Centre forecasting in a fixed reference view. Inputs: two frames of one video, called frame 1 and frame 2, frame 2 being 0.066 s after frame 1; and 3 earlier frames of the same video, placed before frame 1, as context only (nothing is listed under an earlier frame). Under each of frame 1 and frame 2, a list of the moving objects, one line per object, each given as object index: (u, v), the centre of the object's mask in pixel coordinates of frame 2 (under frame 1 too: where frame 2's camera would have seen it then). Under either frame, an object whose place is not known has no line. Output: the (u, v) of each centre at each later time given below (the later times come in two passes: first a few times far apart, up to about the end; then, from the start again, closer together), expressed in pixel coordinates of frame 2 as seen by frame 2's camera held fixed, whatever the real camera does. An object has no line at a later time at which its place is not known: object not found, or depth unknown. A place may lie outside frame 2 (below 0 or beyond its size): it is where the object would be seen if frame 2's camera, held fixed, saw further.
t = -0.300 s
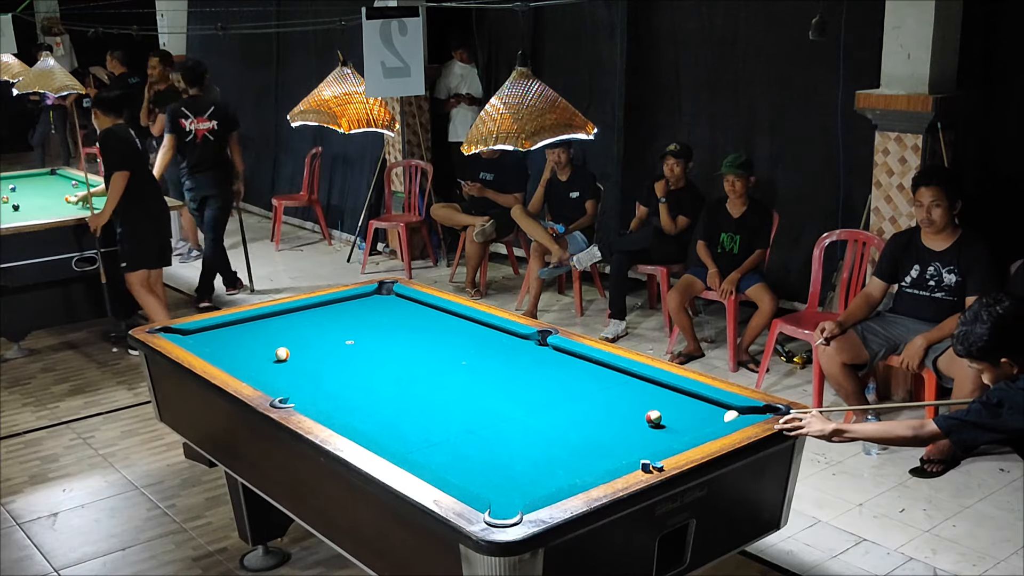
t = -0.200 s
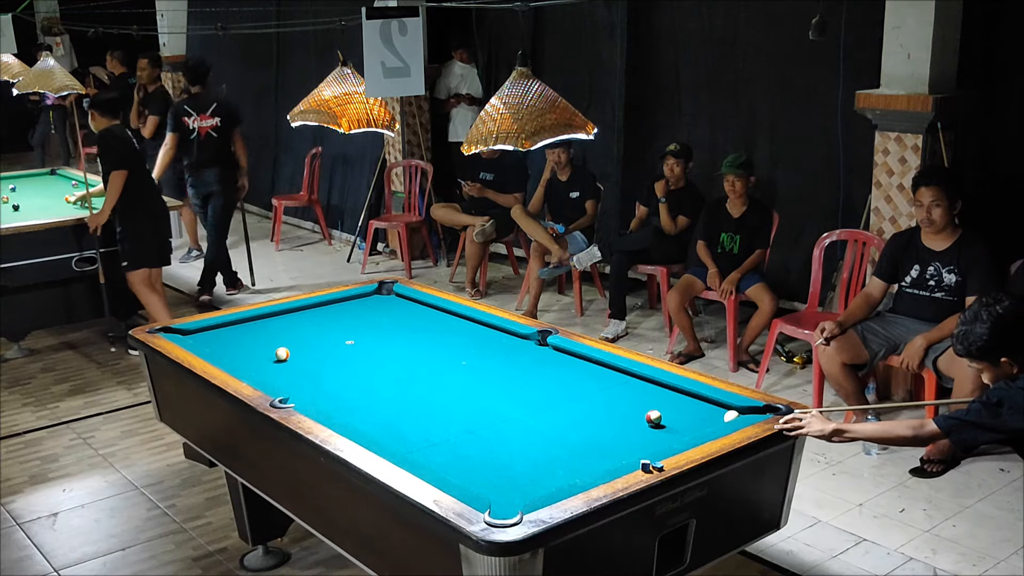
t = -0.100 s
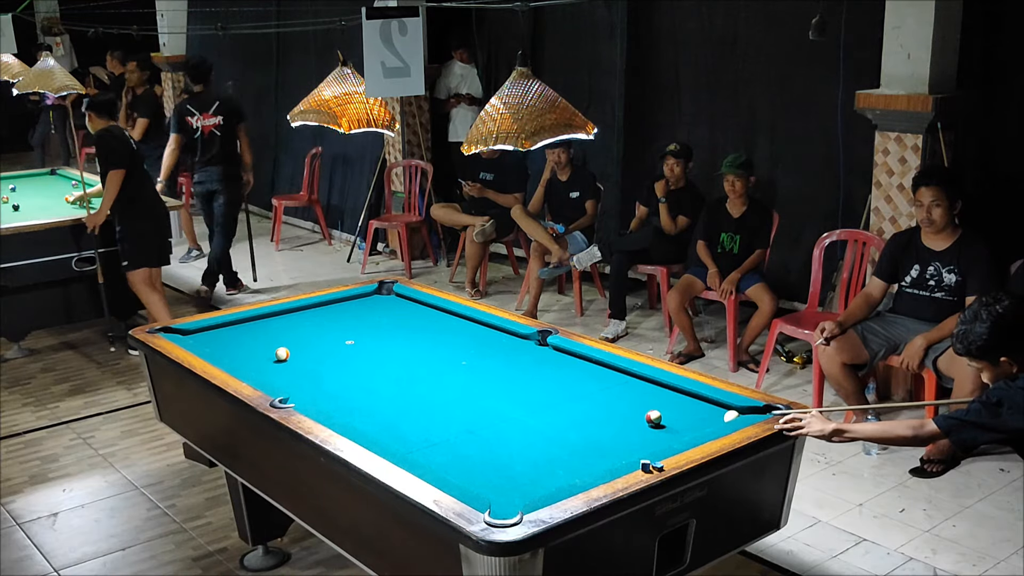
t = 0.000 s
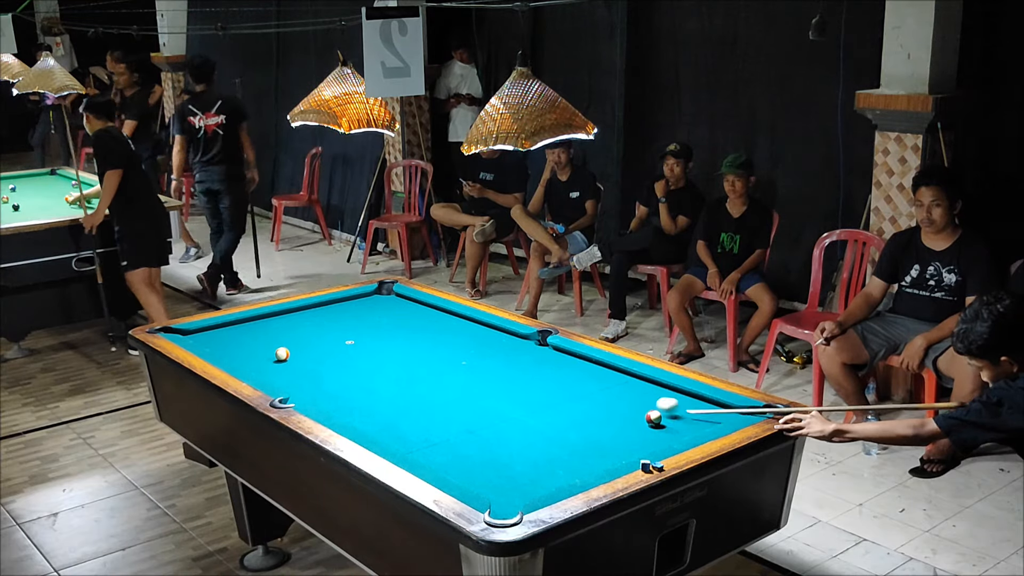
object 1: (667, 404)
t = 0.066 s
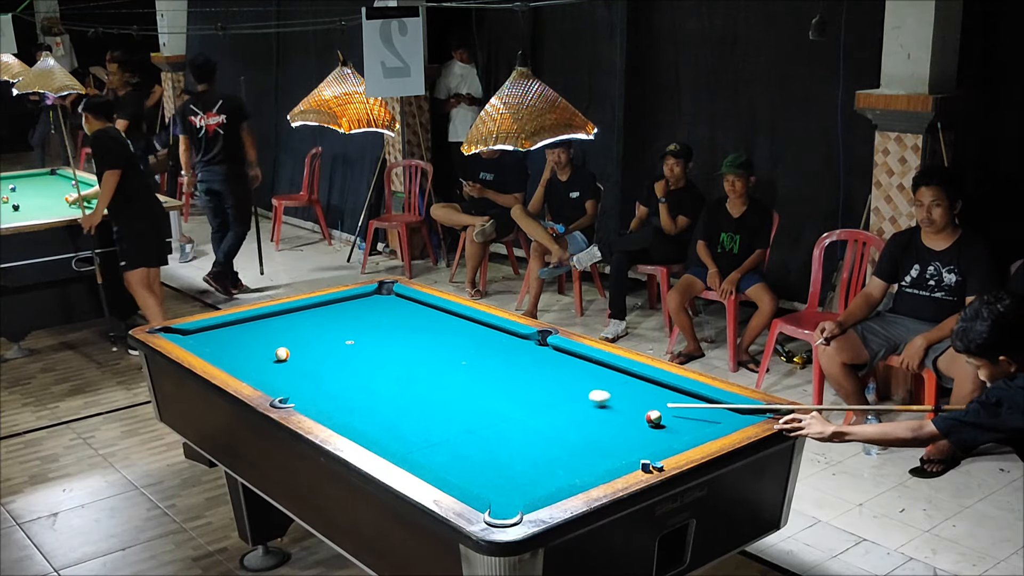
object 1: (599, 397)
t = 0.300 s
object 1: (391, 369)
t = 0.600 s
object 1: (266, 362)
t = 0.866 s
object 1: (245, 357)
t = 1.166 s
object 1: (261, 344)
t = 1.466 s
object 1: (274, 333)
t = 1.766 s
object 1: (285, 324)
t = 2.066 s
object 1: (295, 316)
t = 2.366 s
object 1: (303, 309)
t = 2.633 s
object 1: (312, 307)
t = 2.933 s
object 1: (323, 307)
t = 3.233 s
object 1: (331, 307)
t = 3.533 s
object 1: (336, 307)
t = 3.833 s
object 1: (338, 307)
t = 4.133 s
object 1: (338, 307)
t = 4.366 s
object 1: (338, 306)
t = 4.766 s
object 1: (338, 307)
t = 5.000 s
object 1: (338, 307)
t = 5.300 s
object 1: (338, 307)
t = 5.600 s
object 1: (338, 307)
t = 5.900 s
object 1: (338, 307)
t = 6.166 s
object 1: (338, 307)
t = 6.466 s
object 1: (338, 307)
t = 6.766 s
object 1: (338, 307)
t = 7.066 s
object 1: (338, 307)
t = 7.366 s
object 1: (338, 307)
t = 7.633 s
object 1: (338, 307)
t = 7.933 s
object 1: (338, 307)
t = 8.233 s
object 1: (338, 307)
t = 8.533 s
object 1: (338, 307)
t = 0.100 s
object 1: (567, 393)
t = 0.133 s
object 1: (535, 389)
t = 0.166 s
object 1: (505, 385)
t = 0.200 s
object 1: (475, 381)
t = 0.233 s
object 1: (446, 377)
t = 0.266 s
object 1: (418, 374)
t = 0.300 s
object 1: (391, 369)
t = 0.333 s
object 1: (364, 366)
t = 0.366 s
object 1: (337, 363)
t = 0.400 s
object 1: (312, 359)
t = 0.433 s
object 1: (291, 357)
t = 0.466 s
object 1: (288, 358)
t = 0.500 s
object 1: (283, 359)
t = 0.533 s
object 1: (278, 361)
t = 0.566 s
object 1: (273, 361)
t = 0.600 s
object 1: (266, 362)
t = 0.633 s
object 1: (259, 362)
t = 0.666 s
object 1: (252, 363)
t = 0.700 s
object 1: (244, 362)
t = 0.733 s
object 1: (237, 361)
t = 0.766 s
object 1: (239, 360)
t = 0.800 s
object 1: (241, 359)
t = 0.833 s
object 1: (243, 358)
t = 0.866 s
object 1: (245, 357)
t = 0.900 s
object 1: (247, 355)
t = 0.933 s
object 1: (249, 354)
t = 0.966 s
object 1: (251, 352)
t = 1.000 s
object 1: (252, 351)
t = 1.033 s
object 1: (254, 349)
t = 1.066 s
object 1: (256, 348)
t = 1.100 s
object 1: (258, 347)
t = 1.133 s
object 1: (259, 345)
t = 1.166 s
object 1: (261, 344)
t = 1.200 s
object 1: (262, 343)
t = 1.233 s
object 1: (264, 342)
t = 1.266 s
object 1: (266, 340)
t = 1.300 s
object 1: (267, 339)
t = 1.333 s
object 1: (268, 338)
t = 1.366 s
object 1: (270, 337)
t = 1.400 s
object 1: (271, 336)
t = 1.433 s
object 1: (273, 334)
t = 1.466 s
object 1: (274, 333)
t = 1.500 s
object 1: (275, 332)
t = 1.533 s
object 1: (277, 331)
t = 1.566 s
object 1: (278, 330)
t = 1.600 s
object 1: (279, 329)
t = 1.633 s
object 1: (280, 328)
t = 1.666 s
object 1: (281, 327)
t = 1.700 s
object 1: (283, 326)
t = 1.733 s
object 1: (284, 325)
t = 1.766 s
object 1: (285, 324)
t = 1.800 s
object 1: (286, 323)
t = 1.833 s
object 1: (287, 322)
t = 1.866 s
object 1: (288, 321)
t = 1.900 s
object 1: (289, 320)
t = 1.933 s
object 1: (291, 320)
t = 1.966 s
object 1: (292, 319)
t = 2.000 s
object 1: (293, 318)
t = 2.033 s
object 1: (294, 317)
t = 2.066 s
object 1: (295, 316)
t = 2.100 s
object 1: (296, 315)
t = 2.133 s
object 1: (296, 315)
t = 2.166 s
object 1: (297, 314)
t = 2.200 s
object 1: (298, 313)
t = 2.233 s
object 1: (299, 312)
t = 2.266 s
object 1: (300, 312)
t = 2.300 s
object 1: (301, 311)
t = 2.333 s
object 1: (302, 310)
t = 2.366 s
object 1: (303, 309)
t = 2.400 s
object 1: (304, 309)
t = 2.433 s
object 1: (304, 308)
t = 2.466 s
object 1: (305, 307)
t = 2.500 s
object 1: (306, 307)
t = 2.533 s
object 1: (308, 307)
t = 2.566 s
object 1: (310, 307)
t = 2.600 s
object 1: (311, 307)
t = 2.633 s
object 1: (312, 307)
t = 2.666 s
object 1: (314, 307)
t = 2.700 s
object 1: (315, 307)
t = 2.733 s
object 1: (316, 307)
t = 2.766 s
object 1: (318, 307)
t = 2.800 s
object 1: (319, 307)
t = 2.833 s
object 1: (320, 307)
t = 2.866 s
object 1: (321, 307)
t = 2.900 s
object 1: (322, 307)
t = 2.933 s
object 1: (323, 307)
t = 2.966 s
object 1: (324, 307)
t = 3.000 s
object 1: (325, 307)
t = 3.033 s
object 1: (326, 307)
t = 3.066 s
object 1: (327, 307)
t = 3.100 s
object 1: (328, 307)
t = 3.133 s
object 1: (329, 307)
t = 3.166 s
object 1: (330, 307)
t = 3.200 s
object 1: (330, 307)
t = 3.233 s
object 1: (331, 307)
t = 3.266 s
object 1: (332, 307)
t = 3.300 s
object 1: (332, 307)
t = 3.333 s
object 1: (333, 307)
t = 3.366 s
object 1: (334, 307)
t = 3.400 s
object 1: (334, 307)
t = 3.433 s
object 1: (335, 307)
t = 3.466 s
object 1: (335, 307)
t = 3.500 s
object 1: (336, 307)
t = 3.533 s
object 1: (336, 307)
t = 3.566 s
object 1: (336, 307)
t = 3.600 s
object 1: (337, 307)
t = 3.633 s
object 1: (337, 307)
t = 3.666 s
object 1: (338, 307)
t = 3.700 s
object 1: (338, 307)
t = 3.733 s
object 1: (338, 307)
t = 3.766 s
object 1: (338, 307)
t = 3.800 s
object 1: (338, 307)
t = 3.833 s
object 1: (338, 307)
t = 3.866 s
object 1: (338, 307)
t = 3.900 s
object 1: (338, 307)
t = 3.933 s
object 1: (338, 307)
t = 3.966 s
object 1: (338, 307)
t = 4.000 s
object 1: (338, 307)
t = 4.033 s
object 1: (338, 307)
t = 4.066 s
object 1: (338, 307)
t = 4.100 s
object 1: (338, 307)
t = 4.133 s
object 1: (338, 307)
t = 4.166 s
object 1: (338, 307)
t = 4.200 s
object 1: (338, 307)
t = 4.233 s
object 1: (338, 307)
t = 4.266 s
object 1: (338, 307)
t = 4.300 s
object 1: (338, 307)
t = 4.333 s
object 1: (338, 307)
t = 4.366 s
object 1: (338, 306)
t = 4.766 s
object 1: (338, 307)
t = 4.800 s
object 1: (338, 307)
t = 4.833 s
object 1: (338, 307)
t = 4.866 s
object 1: (338, 307)
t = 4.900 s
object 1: (338, 307)
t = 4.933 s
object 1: (338, 307)
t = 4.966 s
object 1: (338, 307)
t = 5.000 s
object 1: (338, 307)
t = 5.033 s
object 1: (338, 307)
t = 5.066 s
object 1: (338, 307)
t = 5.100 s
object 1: (338, 307)
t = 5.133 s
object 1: (338, 307)
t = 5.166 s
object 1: (338, 307)
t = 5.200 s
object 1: (338, 307)
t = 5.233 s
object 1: (338, 307)
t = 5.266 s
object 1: (338, 307)
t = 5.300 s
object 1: (338, 307)
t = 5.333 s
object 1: (338, 307)
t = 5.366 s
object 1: (338, 307)
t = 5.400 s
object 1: (338, 307)
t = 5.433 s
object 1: (338, 307)
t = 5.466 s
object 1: (338, 307)
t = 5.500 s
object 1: (338, 307)
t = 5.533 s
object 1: (338, 307)
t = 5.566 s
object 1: (338, 307)
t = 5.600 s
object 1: (338, 307)
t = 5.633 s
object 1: (338, 307)
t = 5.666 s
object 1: (338, 307)
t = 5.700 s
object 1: (338, 307)
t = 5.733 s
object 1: (338, 307)
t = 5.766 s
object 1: (338, 307)
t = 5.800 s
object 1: (338, 307)
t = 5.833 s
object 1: (338, 307)
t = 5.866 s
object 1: (338, 307)
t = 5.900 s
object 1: (338, 307)
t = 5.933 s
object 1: (338, 307)
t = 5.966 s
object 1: (338, 307)
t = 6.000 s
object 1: (338, 307)
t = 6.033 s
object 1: (338, 307)
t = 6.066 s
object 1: (338, 307)
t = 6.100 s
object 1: (338, 307)
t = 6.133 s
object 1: (338, 307)
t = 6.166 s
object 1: (338, 307)
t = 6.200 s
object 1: (338, 307)
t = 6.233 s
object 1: (338, 307)
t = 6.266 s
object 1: (338, 307)
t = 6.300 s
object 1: (338, 307)
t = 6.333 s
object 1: (338, 307)
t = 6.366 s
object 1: (338, 307)
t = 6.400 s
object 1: (338, 307)
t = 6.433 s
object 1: (338, 307)
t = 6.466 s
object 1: (338, 307)
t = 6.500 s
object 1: (338, 307)
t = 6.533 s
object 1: (338, 307)
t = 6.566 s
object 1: (338, 307)
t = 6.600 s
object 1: (338, 307)
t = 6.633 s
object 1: (338, 307)
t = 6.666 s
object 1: (338, 307)
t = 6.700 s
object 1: (338, 307)
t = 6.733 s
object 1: (338, 307)
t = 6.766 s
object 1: (338, 307)
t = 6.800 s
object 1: (338, 307)
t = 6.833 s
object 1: (338, 307)
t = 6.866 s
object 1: (338, 307)
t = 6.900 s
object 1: (338, 307)
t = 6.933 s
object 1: (338, 307)
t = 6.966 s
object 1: (338, 307)
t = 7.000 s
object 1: (338, 307)
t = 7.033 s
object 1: (338, 307)
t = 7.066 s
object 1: (338, 307)
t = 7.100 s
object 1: (338, 307)
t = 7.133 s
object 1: (338, 307)
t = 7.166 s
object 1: (338, 307)
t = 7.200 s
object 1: (338, 307)
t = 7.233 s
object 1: (338, 307)
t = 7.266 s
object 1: (338, 307)
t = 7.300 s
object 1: (338, 307)
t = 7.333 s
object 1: (338, 307)
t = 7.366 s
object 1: (338, 307)
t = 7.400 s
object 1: (338, 307)
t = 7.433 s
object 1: (338, 307)
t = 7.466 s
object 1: (338, 307)
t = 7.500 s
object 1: (338, 307)
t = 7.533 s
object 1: (338, 307)
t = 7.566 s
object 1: (338, 307)
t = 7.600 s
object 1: (338, 307)
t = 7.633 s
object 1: (338, 307)
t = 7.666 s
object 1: (338, 307)
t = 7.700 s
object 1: (338, 307)
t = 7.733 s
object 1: (338, 307)
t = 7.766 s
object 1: (338, 307)
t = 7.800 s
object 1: (338, 307)
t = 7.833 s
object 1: (338, 307)
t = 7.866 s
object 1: (338, 307)
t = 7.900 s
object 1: (338, 307)
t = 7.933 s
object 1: (338, 307)
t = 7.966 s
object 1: (338, 307)
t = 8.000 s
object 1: (338, 307)
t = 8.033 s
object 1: (338, 307)
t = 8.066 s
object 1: (338, 307)
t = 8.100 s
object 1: (338, 307)
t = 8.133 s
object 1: (338, 307)
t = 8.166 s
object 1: (338, 307)
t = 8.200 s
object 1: (338, 307)
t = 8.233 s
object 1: (338, 307)
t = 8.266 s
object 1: (338, 307)
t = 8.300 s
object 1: (338, 307)
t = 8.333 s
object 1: (338, 307)
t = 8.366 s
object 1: (338, 307)
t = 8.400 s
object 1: (338, 307)
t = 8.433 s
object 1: (338, 307)
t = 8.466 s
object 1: (338, 307)
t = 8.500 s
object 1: (338, 307)
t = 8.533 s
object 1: (338, 307)
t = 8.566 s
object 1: (338, 307)
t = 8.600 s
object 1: (338, 307)
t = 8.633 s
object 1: (338, 307)
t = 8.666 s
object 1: (338, 307)
